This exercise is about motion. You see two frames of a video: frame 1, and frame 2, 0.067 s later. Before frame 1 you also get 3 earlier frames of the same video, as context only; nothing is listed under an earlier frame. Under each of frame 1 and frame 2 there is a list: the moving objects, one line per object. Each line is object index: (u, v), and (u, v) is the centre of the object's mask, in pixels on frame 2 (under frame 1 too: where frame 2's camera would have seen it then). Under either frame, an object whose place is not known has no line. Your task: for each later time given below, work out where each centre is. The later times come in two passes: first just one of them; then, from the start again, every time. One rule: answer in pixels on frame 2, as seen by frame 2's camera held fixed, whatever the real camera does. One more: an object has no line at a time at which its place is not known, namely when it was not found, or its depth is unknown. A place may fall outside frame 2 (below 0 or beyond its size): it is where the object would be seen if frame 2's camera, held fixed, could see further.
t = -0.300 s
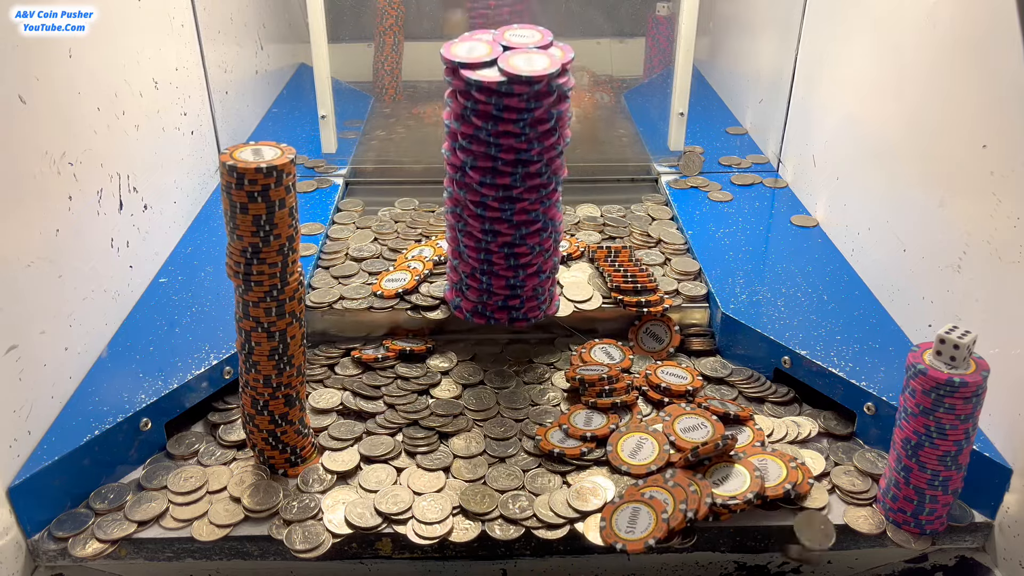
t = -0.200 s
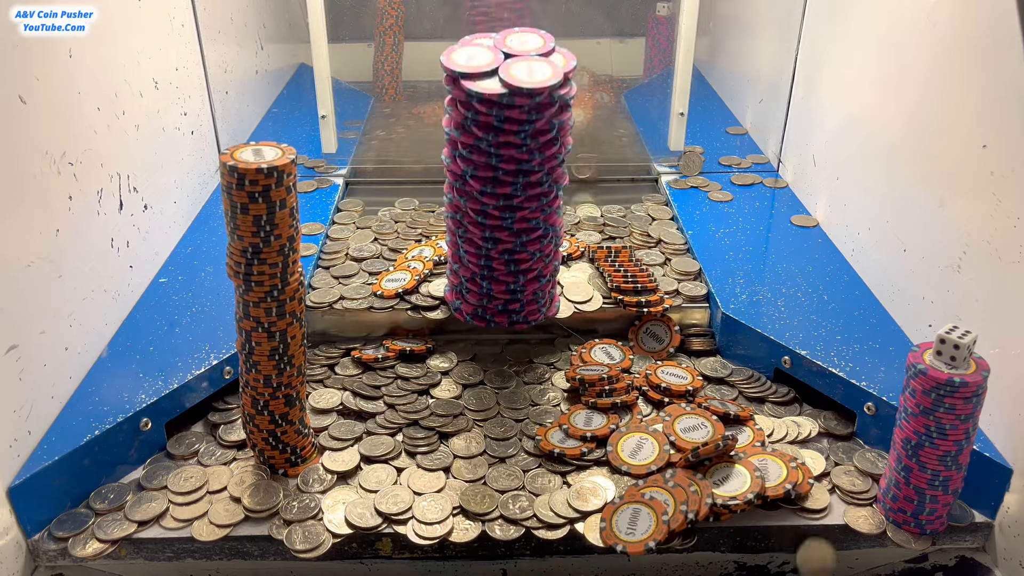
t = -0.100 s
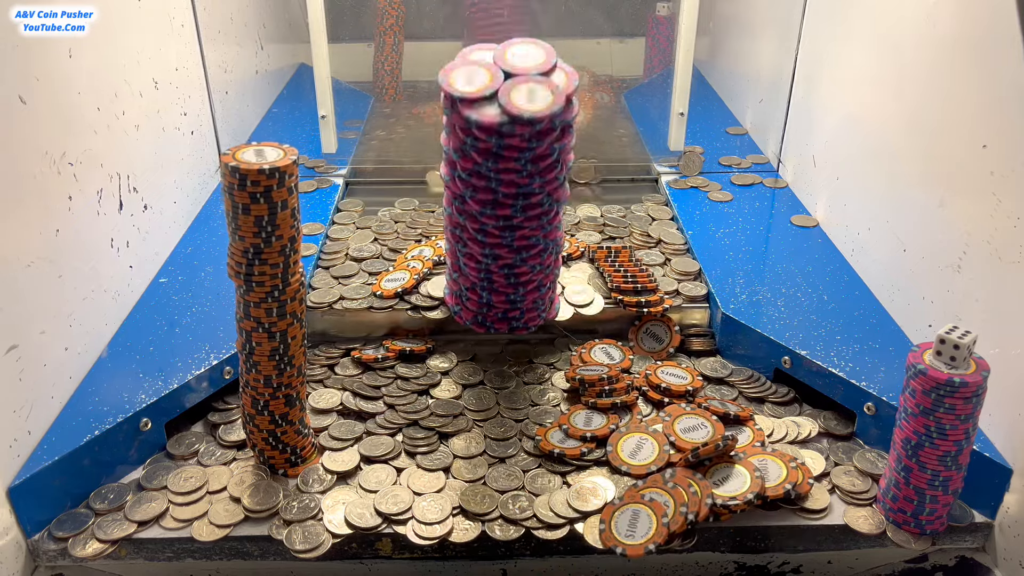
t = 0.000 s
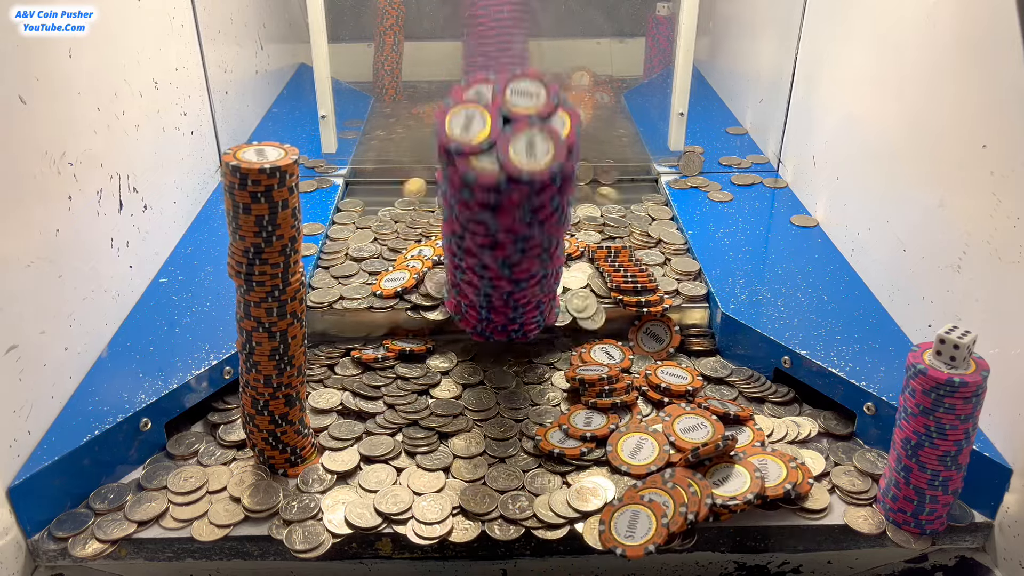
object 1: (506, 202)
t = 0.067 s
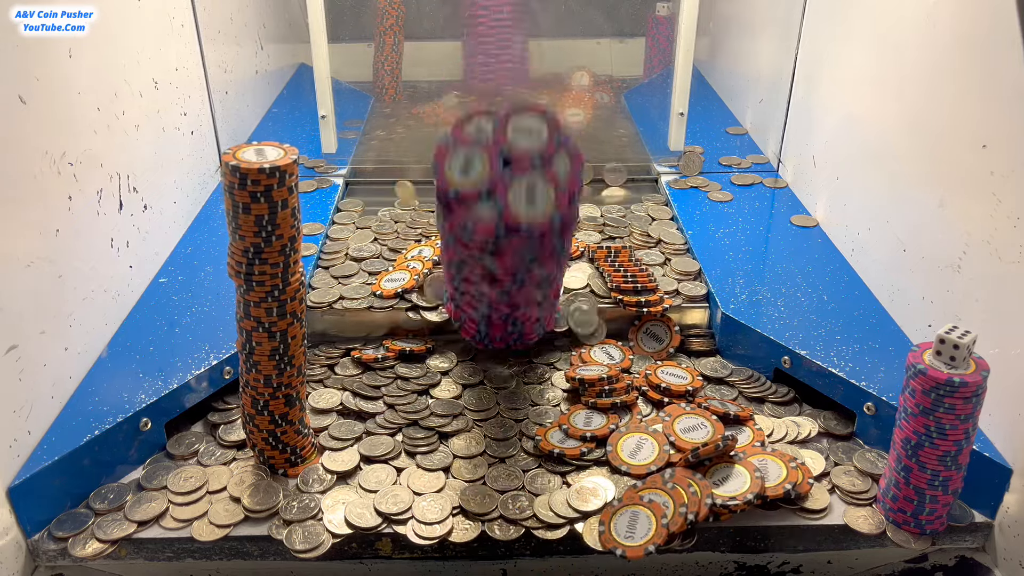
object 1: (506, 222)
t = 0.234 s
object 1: (509, 378)
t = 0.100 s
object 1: (506, 236)
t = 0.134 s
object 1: (507, 255)
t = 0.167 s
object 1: (509, 318)
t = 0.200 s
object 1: (508, 347)
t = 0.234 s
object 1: (509, 378)
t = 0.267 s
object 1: (510, 409)
